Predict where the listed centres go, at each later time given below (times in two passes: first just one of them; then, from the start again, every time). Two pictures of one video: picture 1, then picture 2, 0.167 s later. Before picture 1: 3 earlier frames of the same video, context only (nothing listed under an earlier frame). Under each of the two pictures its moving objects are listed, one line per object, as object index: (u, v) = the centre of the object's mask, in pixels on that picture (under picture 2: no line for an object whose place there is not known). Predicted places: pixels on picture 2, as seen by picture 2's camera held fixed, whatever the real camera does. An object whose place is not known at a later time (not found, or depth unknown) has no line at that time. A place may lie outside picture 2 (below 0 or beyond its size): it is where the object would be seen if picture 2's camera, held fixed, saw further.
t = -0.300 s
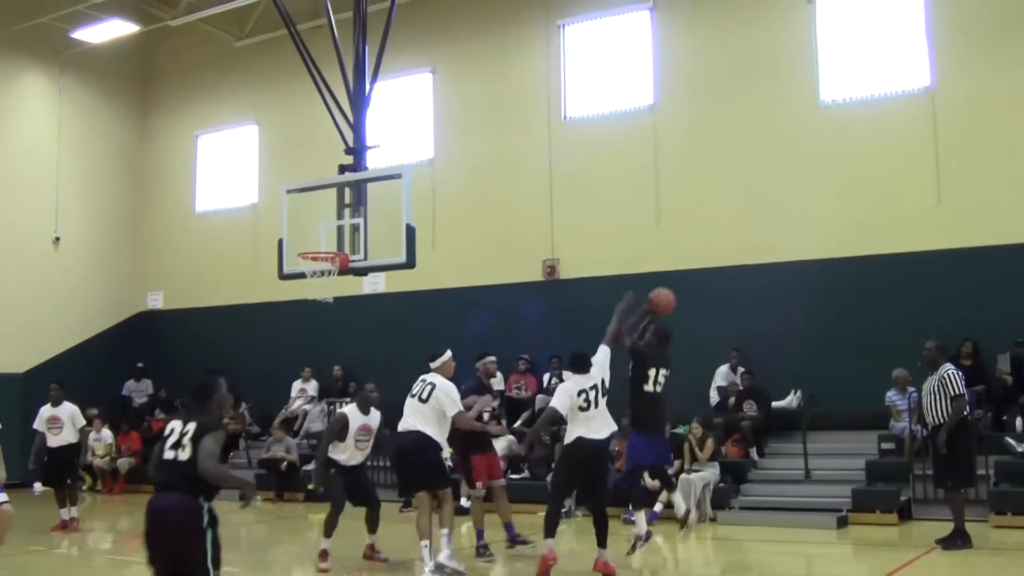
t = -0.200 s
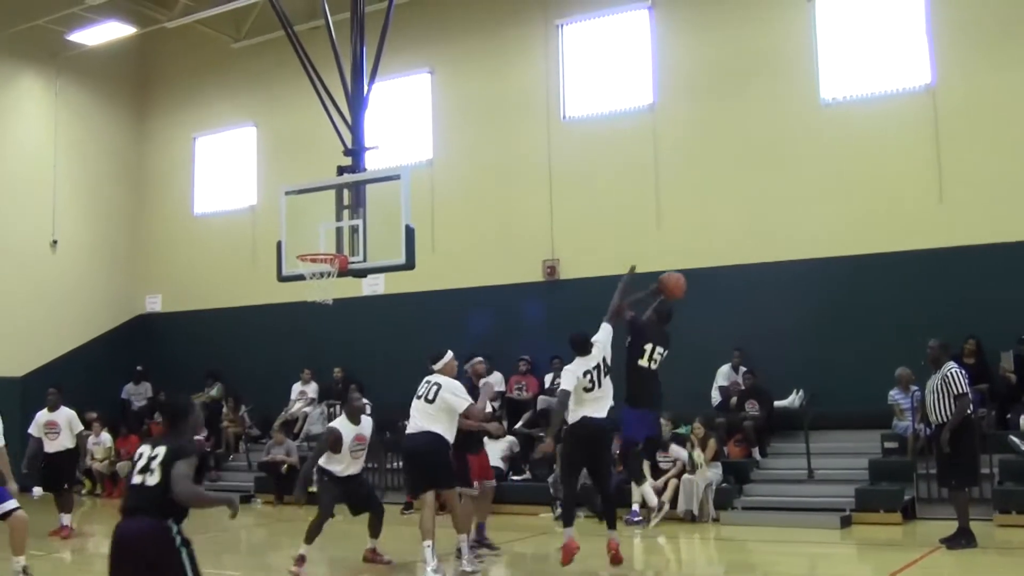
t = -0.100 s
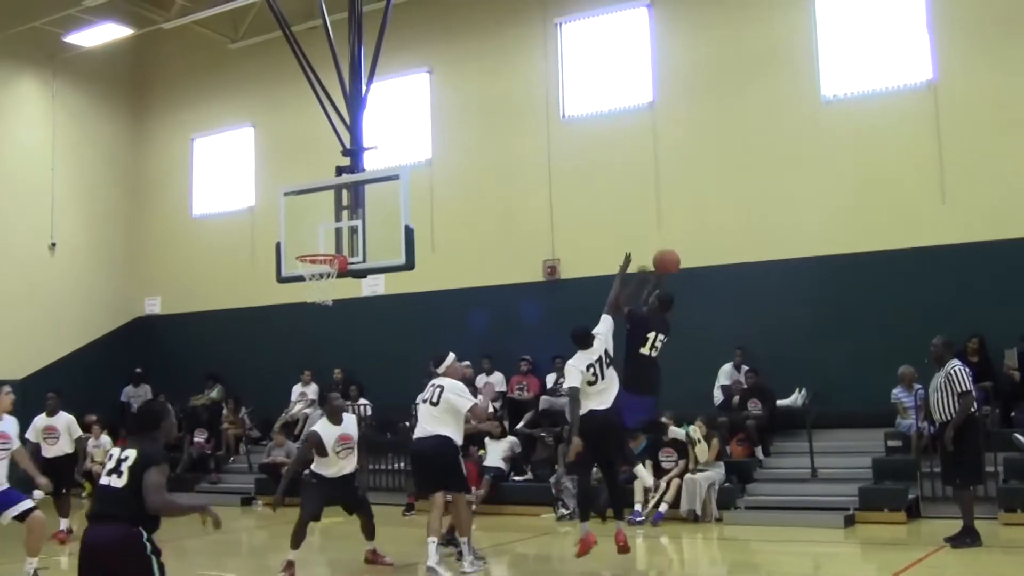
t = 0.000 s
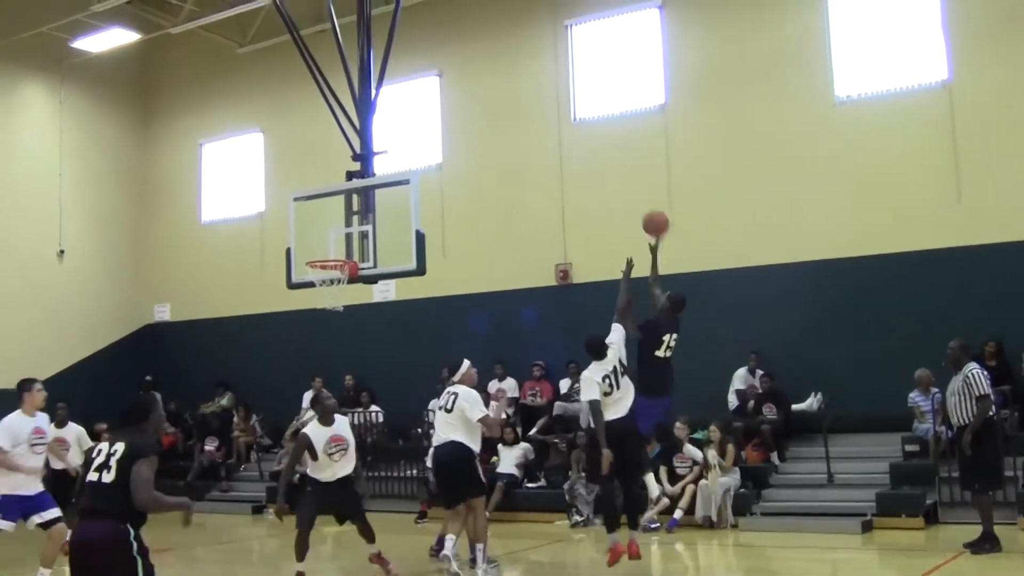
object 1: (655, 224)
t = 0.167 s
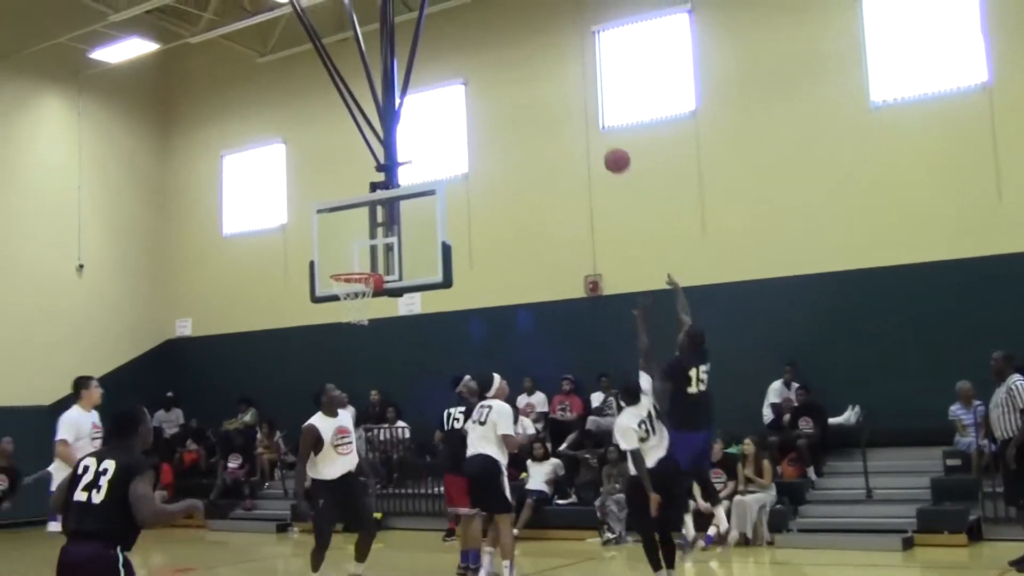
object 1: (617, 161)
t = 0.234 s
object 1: (591, 142)
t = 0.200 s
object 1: (604, 150)
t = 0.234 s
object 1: (591, 142)
